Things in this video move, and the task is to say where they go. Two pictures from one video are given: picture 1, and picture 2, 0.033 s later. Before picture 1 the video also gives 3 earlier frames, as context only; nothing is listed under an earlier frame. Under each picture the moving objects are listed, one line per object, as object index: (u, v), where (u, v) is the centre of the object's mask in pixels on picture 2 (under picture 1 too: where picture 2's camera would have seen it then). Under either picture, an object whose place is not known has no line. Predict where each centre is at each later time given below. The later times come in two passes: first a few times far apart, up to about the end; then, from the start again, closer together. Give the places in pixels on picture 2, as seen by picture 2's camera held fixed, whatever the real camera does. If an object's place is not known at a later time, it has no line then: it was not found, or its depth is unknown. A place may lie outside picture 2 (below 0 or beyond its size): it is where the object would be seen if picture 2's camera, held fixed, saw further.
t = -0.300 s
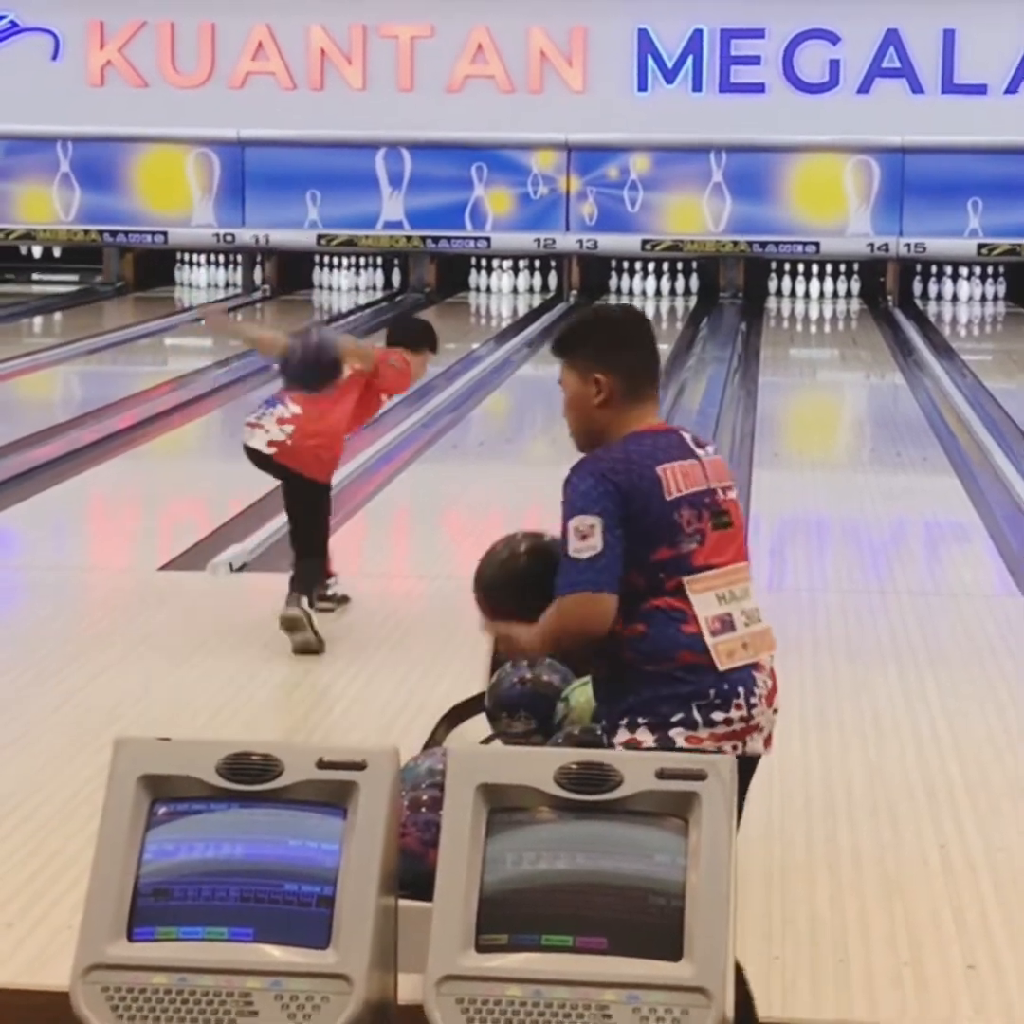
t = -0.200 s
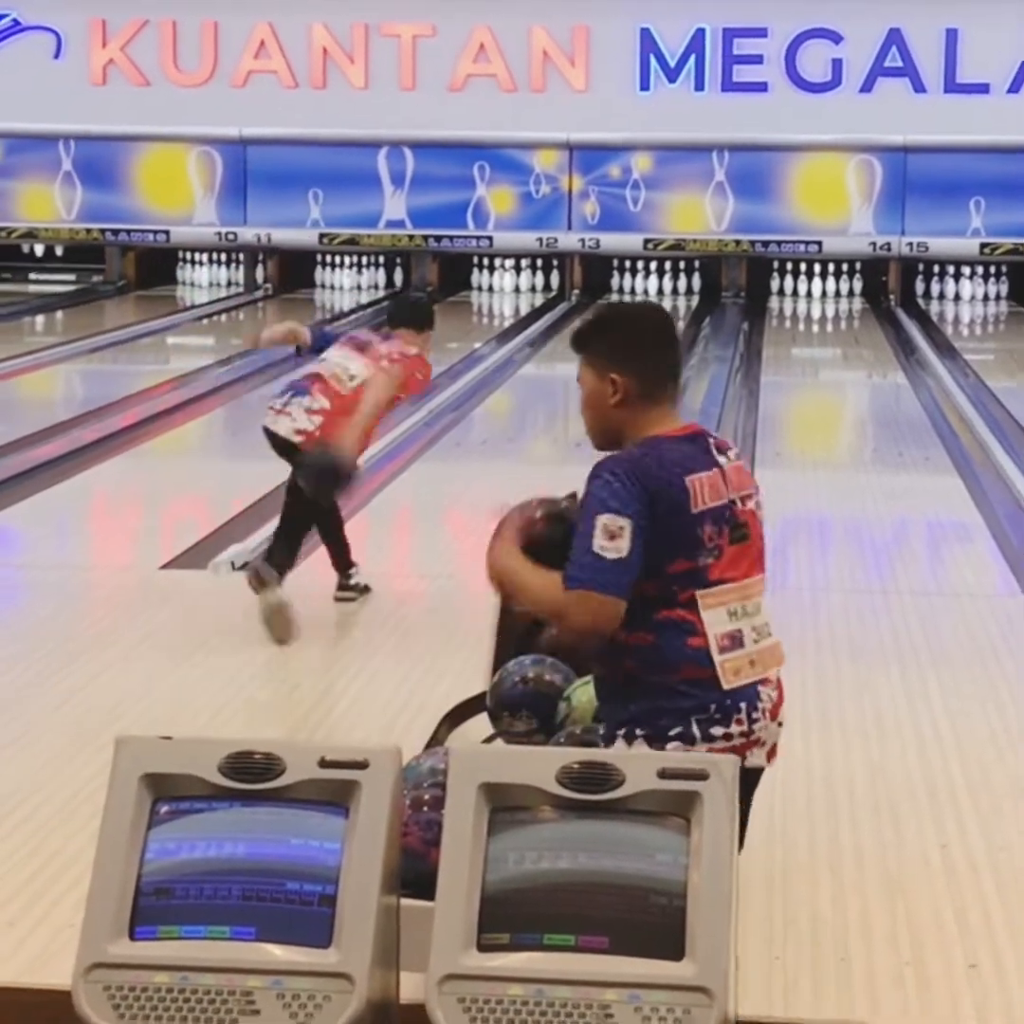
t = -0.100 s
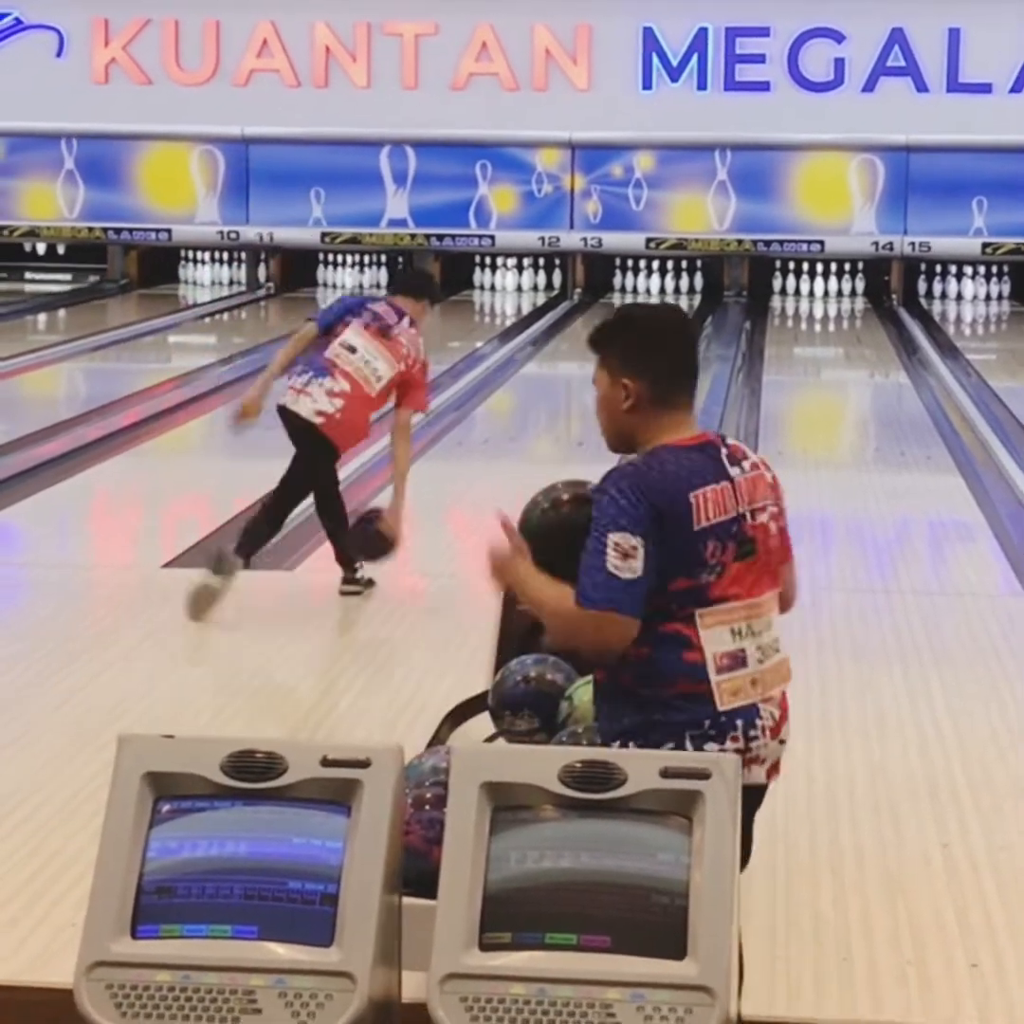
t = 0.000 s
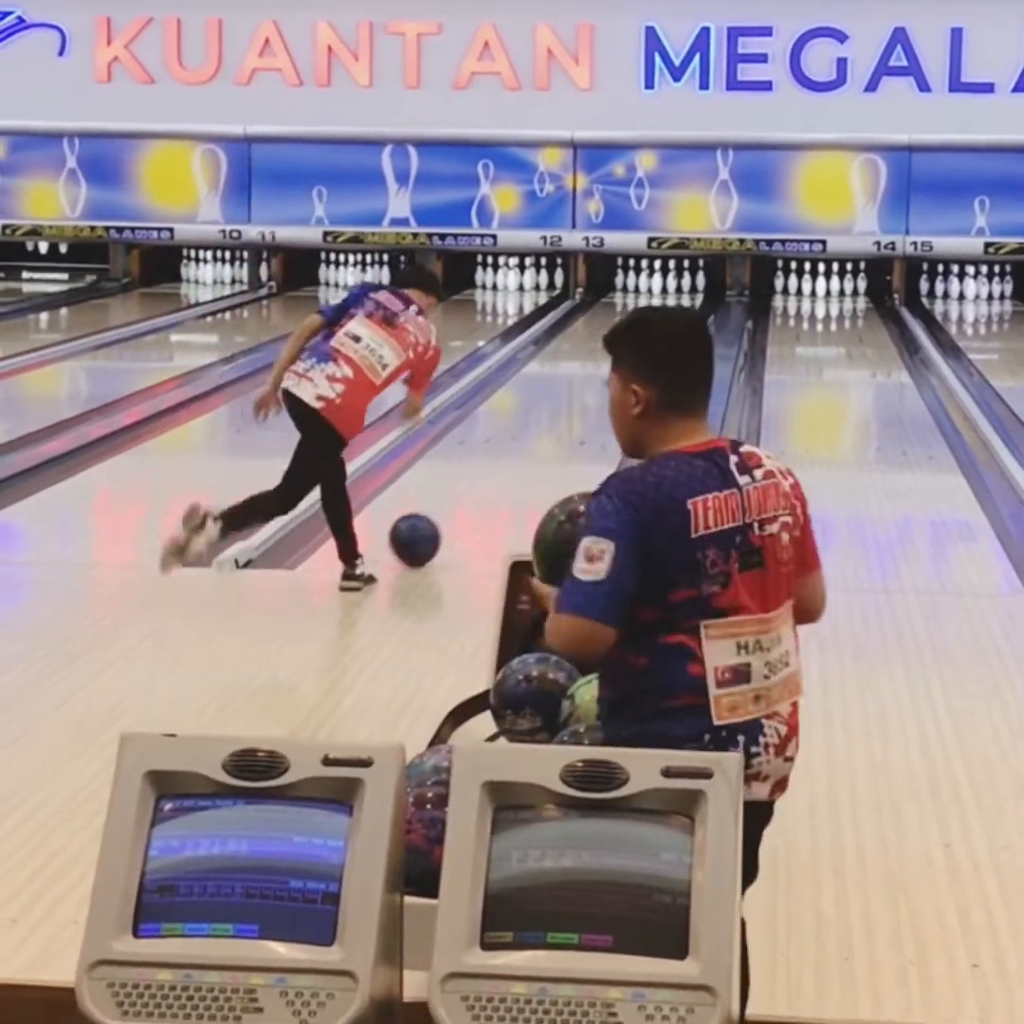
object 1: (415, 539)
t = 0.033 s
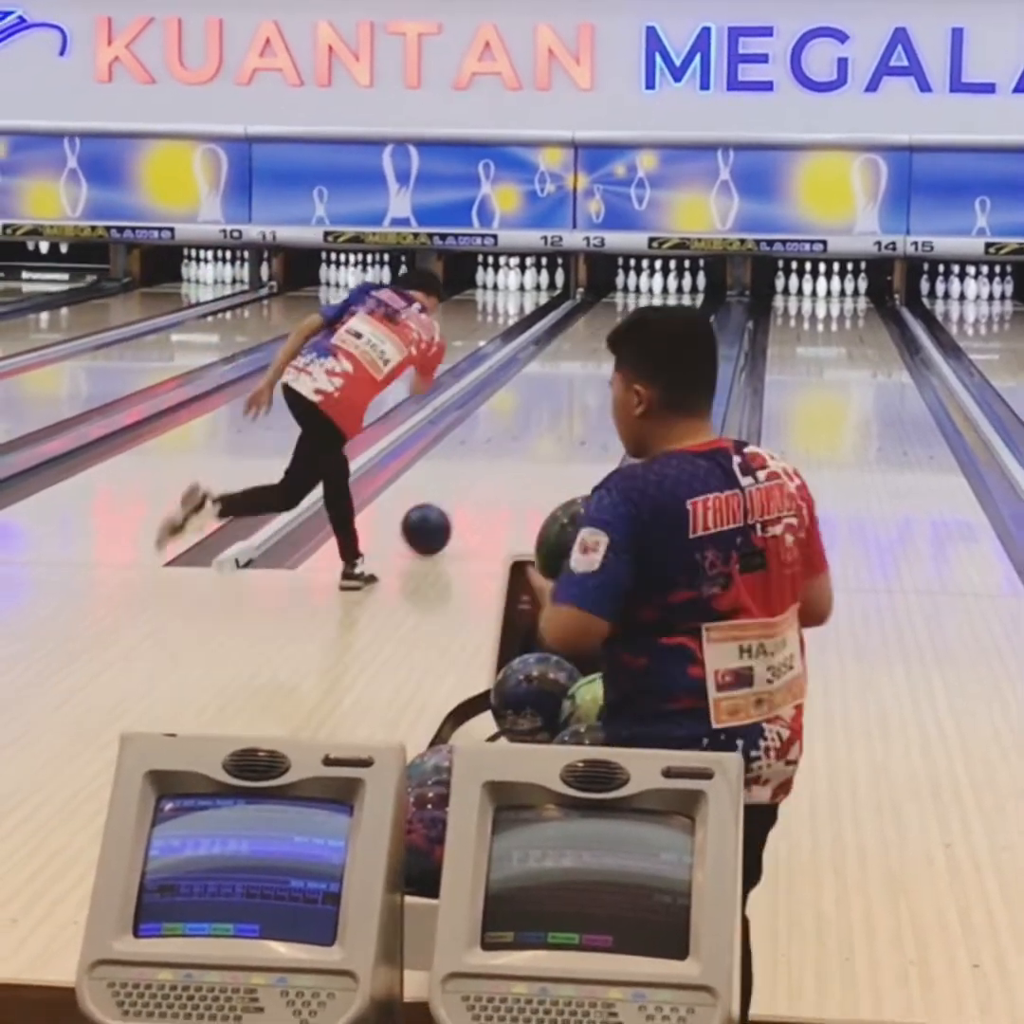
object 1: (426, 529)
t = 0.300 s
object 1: (496, 468)
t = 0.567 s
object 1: (546, 424)
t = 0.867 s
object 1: (585, 387)
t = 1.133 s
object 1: (612, 361)
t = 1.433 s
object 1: (634, 338)
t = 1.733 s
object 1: (651, 320)
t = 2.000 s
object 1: (659, 307)
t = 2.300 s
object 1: (657, 295)
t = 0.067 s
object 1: (437, 520)
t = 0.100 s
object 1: (446, 513)
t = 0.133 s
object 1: (455, 505)
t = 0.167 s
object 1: (464, 497)
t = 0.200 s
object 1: (473, 489)
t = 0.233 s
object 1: (481, 482)
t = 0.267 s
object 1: (489, 475)
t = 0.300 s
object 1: (496, 468)
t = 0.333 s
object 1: (503, 462)
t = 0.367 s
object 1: (510, 456)
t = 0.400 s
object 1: (517, 450)
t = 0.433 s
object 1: (523, 444)
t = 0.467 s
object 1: (529, 439)
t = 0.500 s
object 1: (534, 434)
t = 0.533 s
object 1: (540, 429)
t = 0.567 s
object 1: (546, 424)
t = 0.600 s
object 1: (551, 419)
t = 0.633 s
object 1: (556, 415)
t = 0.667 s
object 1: (560, 410)
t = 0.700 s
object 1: (565, 406)
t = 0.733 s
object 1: (570, 402)
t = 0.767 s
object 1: (574, 398)
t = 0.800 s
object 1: (578, 394)
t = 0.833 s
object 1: (582, 390)
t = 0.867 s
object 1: (585, 387)
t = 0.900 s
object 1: (589, 383)
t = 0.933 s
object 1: (593, 379)
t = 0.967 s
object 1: (596, 377)
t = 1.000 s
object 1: (600, 373)
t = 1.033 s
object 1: (603, 370)
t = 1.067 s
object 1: (606, 367)
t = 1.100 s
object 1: (609, 364)
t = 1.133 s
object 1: (612, 361)
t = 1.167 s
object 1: (614, 359)
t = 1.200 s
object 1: (617, 356)
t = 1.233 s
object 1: (620, 353)
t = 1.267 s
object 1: (622, 350)
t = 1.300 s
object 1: (625, 348)
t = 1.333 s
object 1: (628, 346)
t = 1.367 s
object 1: (630, 343)
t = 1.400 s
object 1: (632, 341)
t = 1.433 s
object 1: (634, 338)
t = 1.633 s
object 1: (648, 320)
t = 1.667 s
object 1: (648, 323)
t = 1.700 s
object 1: (649, 321)
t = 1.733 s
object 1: (651, 320)
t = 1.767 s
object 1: (652, 318)
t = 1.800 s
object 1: (654, 316)
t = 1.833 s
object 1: (655, 315)
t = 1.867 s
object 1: (656, 313)
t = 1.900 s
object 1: (656, 312)
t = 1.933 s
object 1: (658, 310)
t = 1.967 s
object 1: (658, 309)
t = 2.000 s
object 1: (659, 307)
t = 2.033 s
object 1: (659, 306)
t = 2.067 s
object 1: (659, 306)
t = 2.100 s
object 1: (659, 303)
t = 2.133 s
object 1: (659, 301)
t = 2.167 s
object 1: (659, 300)
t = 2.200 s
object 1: (658, 299)
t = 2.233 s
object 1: (658, 297)
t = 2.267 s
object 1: (657, 295)
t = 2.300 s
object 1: (657, 295)
